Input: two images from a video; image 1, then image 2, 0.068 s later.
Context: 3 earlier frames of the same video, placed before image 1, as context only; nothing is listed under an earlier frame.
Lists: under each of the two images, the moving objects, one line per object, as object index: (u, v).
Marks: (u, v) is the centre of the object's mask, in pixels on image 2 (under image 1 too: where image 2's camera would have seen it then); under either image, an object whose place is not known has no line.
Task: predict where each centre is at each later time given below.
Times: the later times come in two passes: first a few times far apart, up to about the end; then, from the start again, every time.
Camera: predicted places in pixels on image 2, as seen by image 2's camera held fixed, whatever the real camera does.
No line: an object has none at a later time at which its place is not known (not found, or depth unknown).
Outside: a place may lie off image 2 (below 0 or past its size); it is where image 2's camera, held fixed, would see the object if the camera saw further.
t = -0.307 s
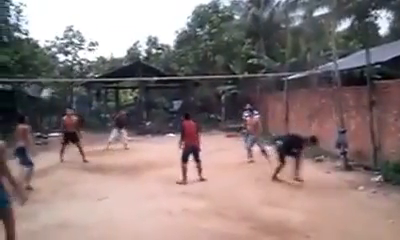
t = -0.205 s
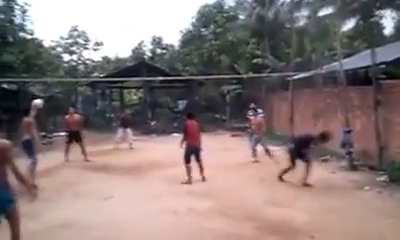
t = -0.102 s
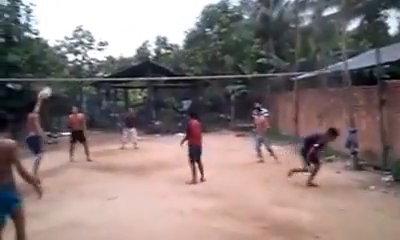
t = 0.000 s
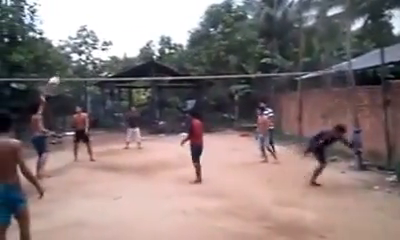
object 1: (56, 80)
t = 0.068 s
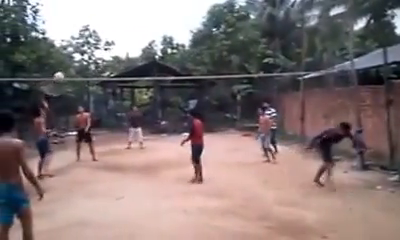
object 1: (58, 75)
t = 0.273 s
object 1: (66, 73)
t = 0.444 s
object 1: (73, 82)
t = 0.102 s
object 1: (59, 74)
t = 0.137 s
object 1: (60, 73)
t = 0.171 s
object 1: (62, 72)
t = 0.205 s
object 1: (63, 72)
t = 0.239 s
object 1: (64, 72)
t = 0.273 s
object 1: (66, 73)
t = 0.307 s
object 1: (67, 73)
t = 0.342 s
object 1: (69, 74)
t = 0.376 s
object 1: (70, 76)
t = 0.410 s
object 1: (72, 78)
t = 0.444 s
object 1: (73, 82)
